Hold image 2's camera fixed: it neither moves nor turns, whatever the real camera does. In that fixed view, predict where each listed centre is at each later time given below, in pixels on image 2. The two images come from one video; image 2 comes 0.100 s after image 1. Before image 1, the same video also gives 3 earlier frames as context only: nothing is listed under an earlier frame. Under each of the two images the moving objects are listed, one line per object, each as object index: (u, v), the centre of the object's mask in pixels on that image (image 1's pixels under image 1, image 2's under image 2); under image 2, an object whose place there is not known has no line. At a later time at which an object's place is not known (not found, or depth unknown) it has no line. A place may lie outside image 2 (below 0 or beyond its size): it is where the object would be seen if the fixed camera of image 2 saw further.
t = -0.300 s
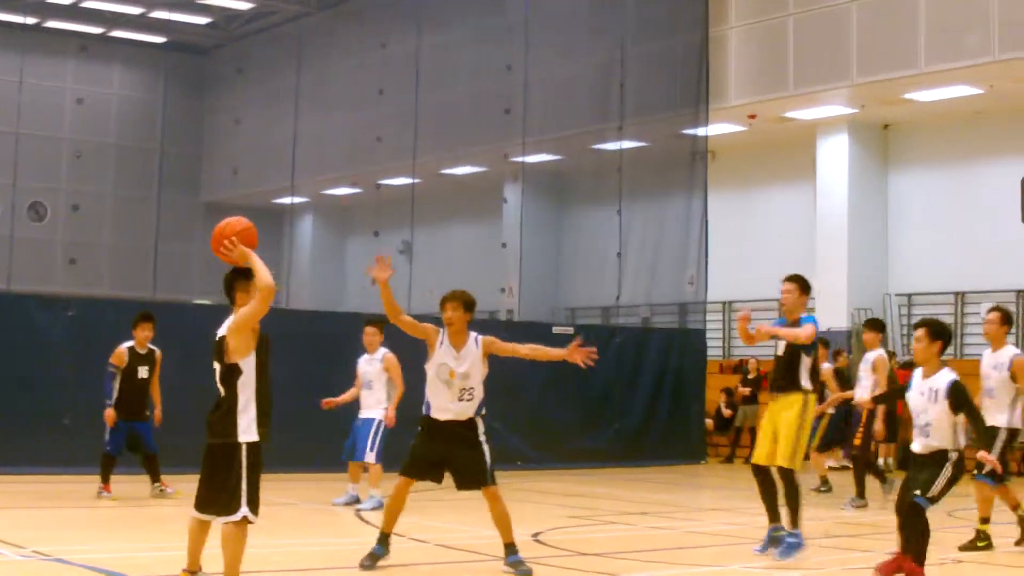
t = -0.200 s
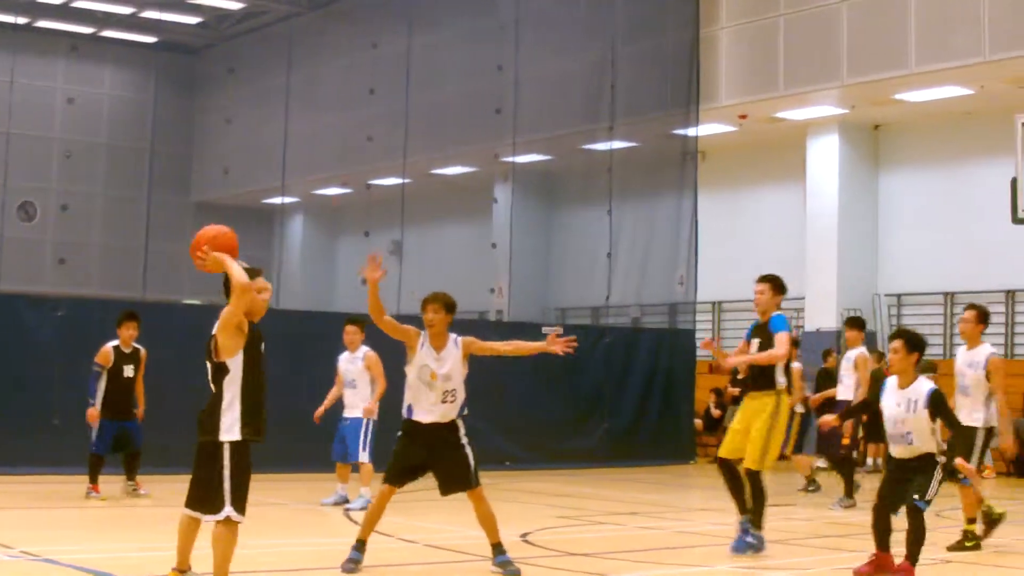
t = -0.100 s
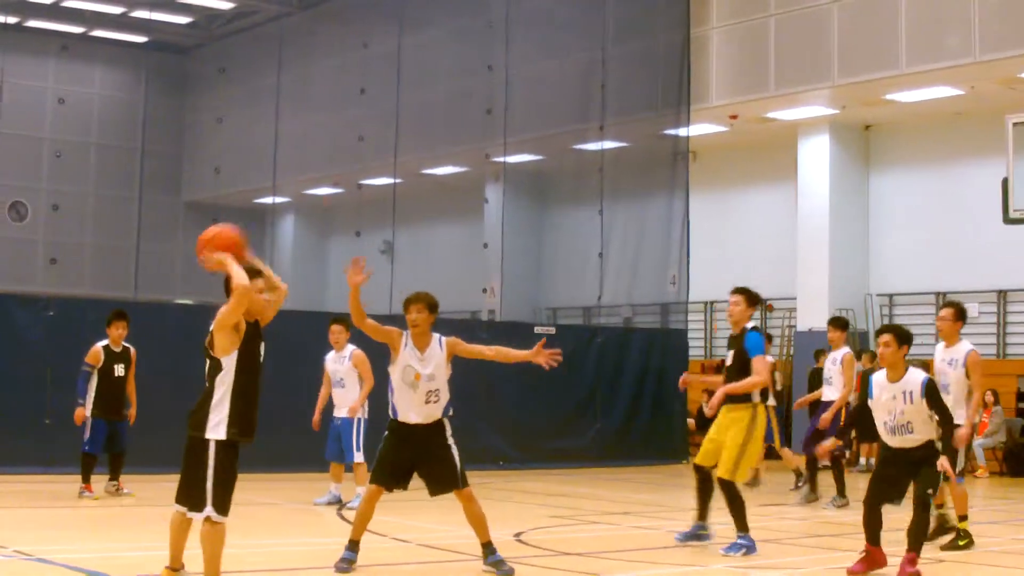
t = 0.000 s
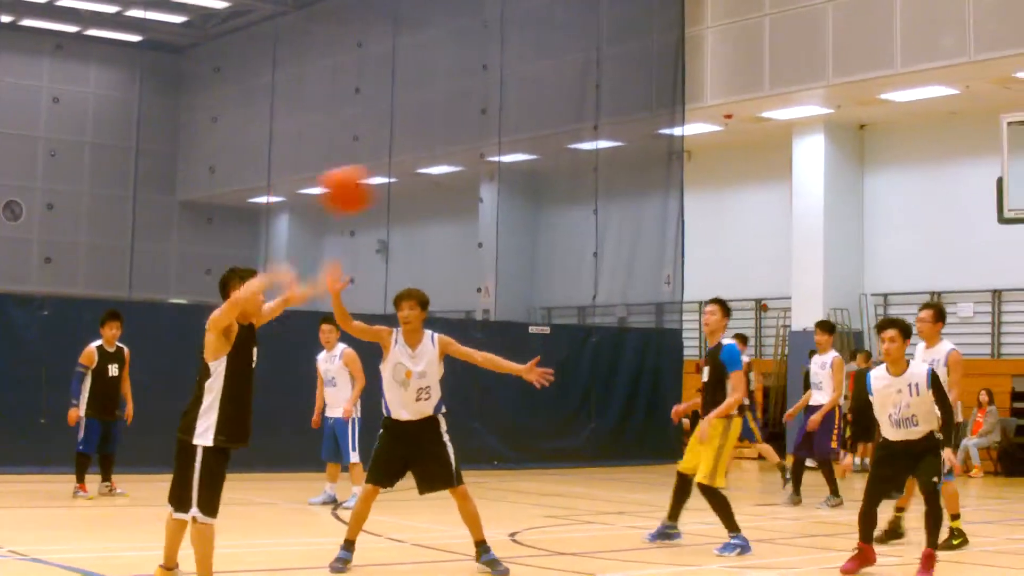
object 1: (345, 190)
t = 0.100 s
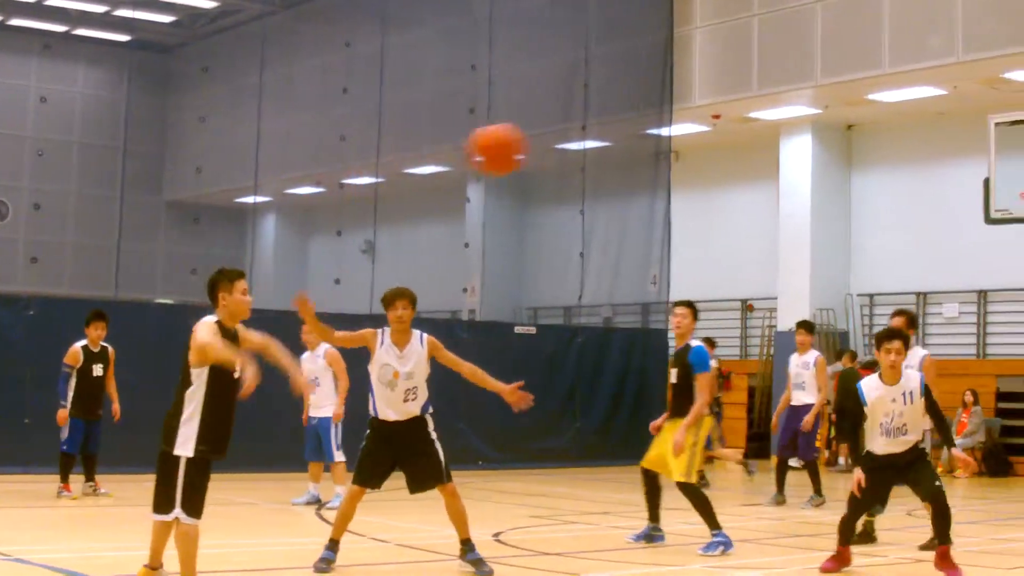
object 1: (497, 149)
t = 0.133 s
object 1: (556, 139)
